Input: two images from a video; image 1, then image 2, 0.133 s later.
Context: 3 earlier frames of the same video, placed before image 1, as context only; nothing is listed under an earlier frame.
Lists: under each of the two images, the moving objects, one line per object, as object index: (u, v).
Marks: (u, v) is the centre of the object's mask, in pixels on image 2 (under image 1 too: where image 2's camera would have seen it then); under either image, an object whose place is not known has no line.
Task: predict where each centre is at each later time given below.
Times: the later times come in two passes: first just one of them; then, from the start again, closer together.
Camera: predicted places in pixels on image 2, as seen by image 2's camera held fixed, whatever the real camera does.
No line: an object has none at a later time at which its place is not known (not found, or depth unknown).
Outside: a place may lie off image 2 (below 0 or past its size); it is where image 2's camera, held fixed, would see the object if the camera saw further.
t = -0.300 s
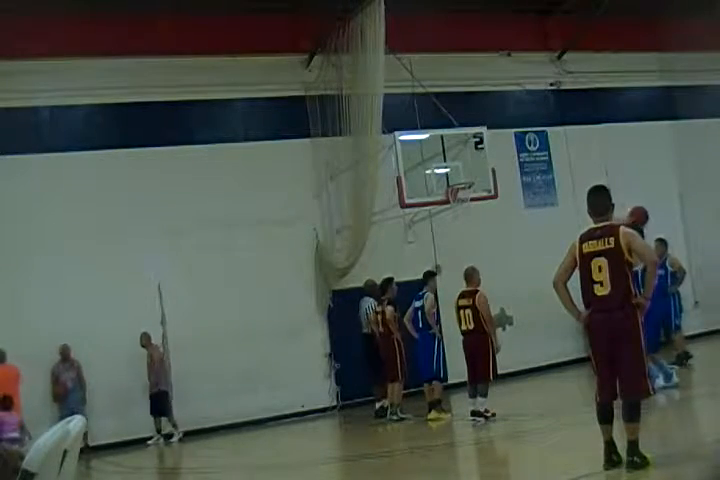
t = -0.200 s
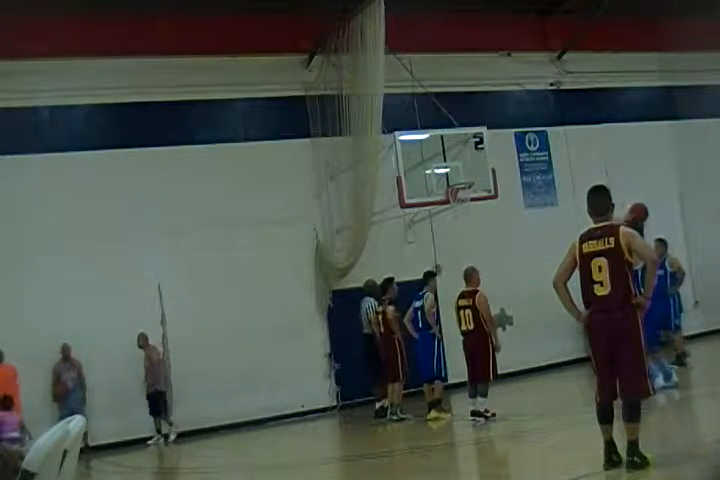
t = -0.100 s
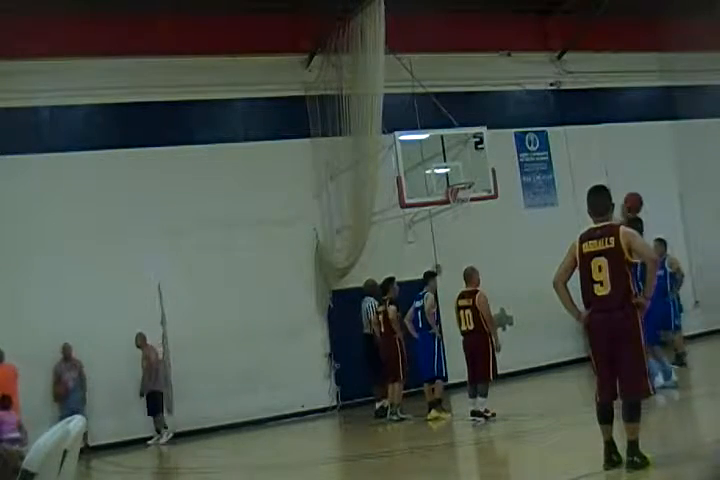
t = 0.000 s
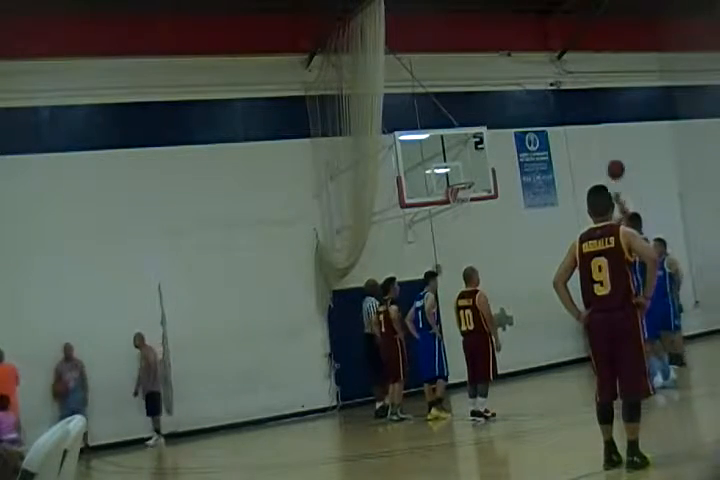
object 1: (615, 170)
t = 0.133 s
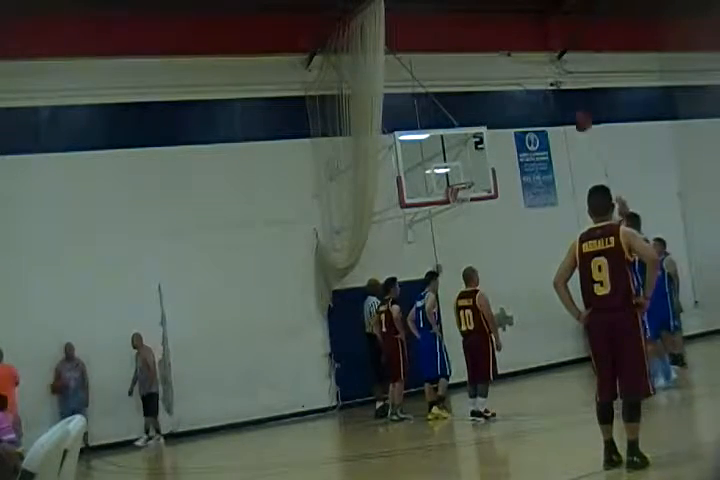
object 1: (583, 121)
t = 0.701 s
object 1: (489, 92)
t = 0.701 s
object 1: (489, 92)
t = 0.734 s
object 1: (484, 99)
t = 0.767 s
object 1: (482, 105)
